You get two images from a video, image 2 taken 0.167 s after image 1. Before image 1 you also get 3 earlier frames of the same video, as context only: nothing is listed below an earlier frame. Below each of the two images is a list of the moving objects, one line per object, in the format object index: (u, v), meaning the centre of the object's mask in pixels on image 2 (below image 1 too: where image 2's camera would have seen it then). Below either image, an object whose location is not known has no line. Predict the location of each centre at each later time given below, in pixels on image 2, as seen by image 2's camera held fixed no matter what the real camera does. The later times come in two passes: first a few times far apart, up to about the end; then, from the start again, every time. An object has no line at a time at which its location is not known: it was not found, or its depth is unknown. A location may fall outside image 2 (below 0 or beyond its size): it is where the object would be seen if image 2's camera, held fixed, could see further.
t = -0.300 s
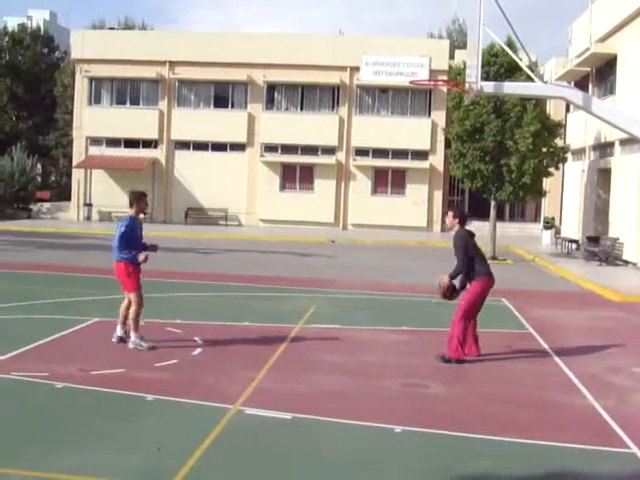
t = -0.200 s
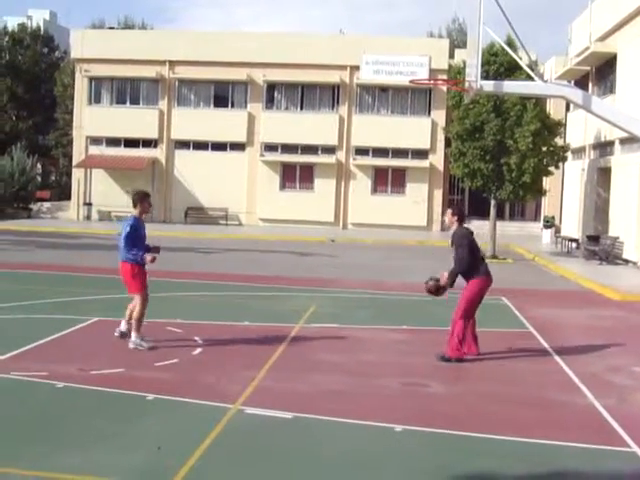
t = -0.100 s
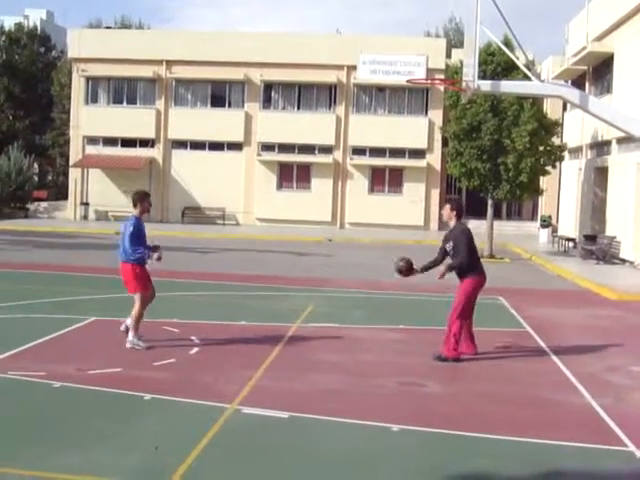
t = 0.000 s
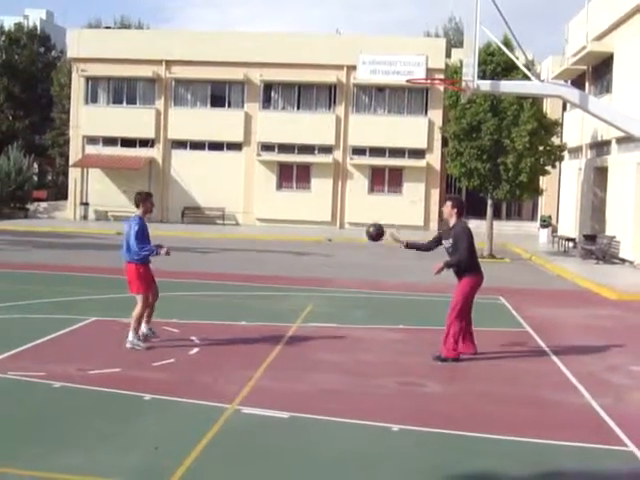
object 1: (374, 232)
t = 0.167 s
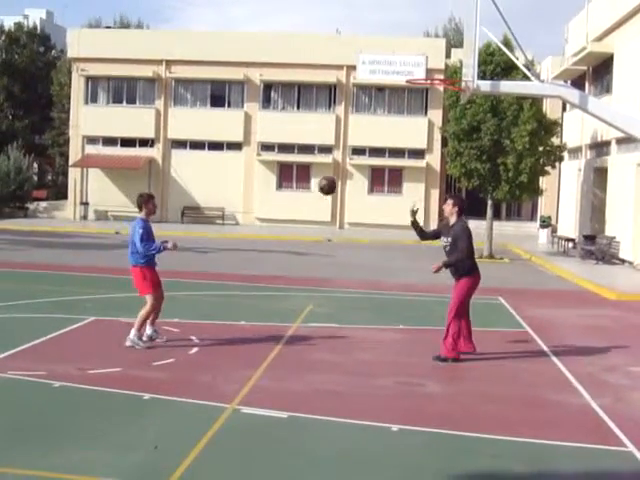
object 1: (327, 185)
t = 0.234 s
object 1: (308, 173)
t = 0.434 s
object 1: (247, 161)
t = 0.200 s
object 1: (318, 179)
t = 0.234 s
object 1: (308, 173)
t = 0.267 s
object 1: (297, 168)
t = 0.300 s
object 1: (288, 165)
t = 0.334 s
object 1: (277, 162)
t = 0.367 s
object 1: (267, 161)
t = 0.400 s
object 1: (257, 160)
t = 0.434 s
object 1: (247, 161)
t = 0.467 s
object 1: (237, 162)
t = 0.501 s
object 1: (226, 164)
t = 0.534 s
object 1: (216, 167)
